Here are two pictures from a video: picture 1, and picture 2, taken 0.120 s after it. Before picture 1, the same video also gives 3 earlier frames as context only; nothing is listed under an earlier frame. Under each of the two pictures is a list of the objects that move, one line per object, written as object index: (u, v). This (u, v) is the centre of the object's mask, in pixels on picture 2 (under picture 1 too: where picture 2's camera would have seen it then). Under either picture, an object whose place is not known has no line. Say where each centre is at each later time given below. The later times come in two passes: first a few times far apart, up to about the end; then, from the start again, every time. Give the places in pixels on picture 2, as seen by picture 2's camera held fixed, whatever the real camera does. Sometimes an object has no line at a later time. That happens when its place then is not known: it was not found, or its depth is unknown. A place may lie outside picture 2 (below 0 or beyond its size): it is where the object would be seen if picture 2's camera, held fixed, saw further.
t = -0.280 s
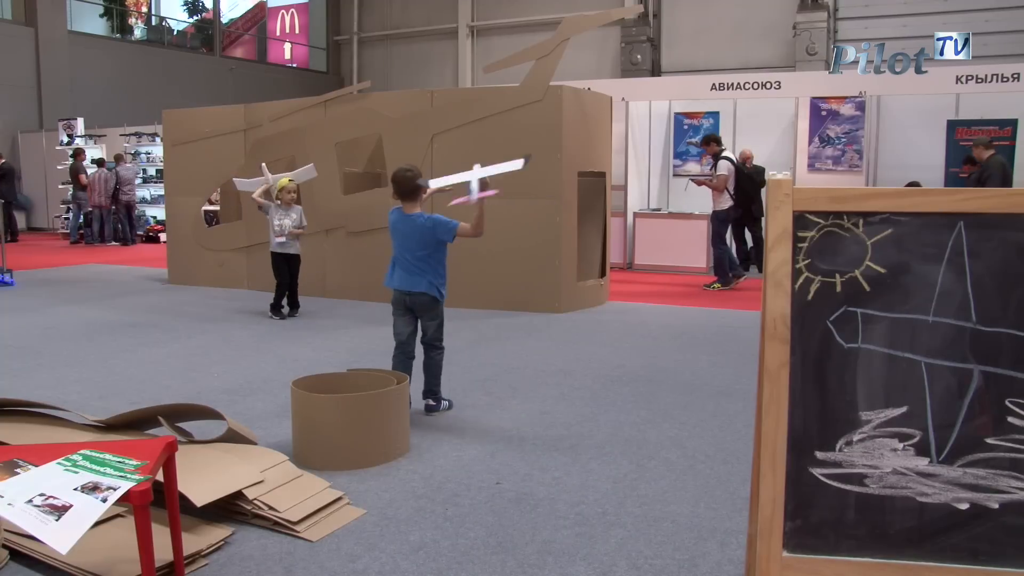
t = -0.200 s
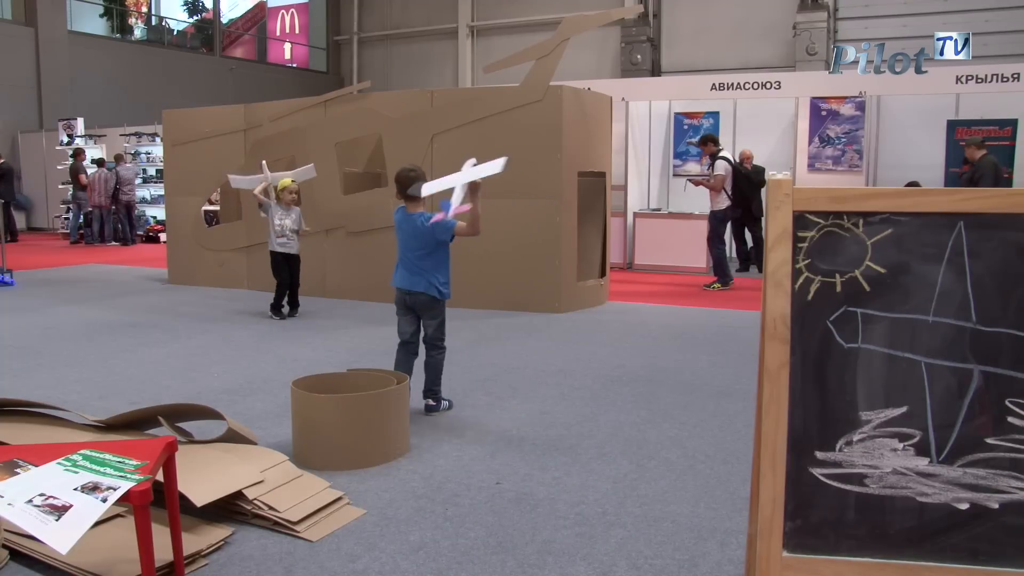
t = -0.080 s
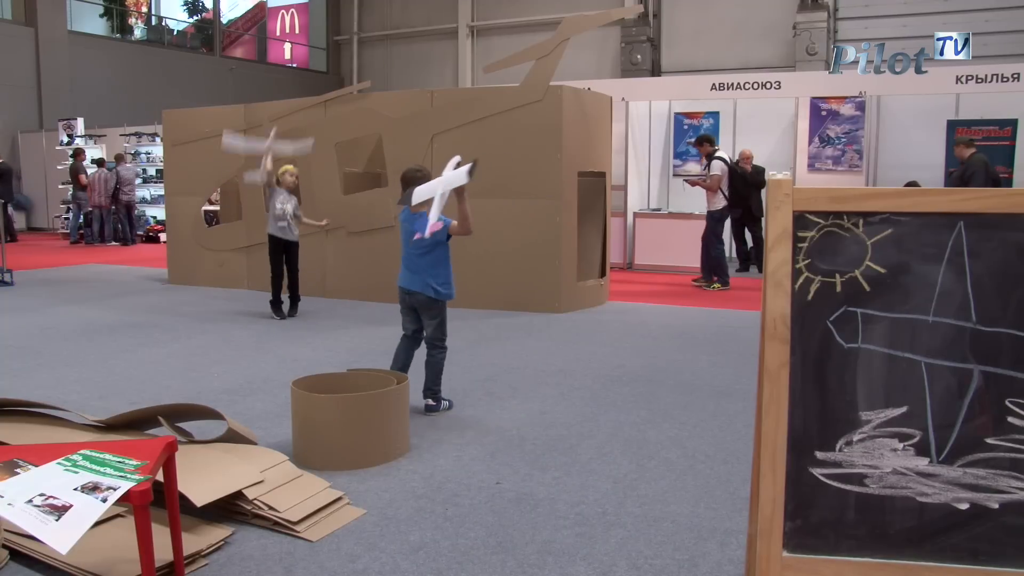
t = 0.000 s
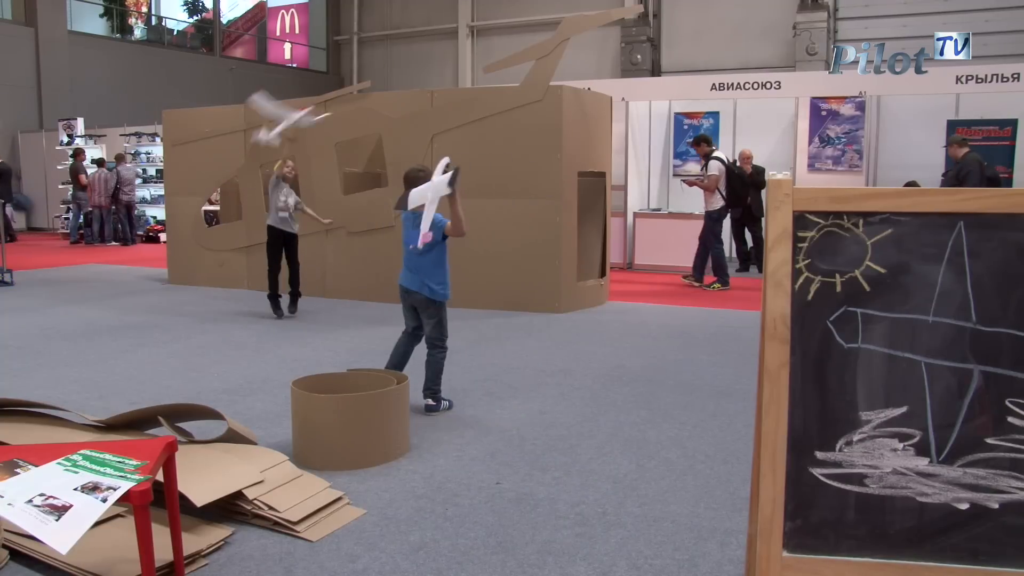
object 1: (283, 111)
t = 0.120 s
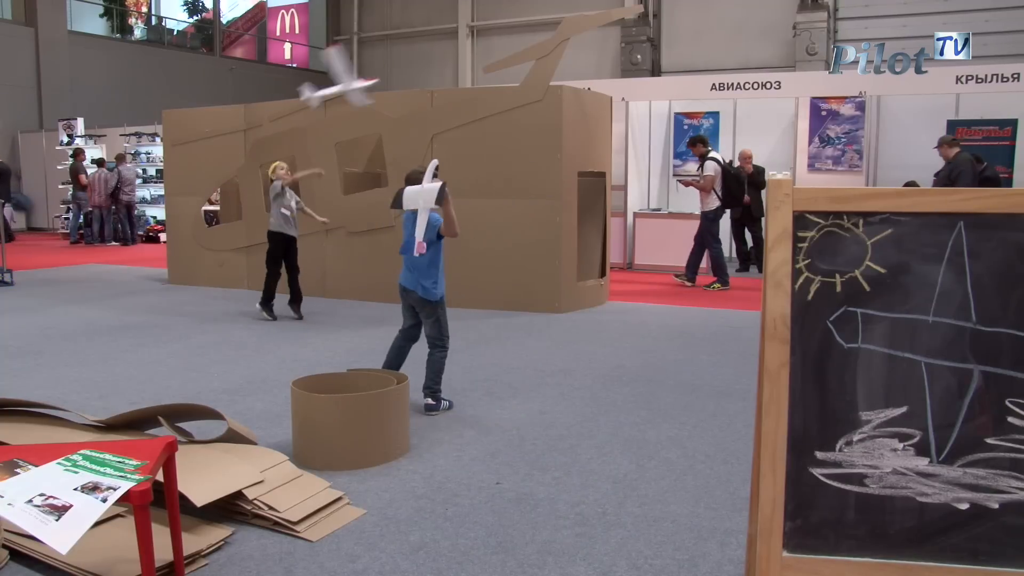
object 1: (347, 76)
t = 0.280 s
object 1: (432, 46)
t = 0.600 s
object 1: (585, 55)
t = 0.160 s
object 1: (368, 67)
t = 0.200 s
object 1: (390, 59)
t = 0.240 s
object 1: (411, 52)
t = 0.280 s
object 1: (432, 46)
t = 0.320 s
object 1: (454, 44)
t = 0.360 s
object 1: (472, 44)
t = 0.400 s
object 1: (493, 44)
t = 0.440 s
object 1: (513, 44)
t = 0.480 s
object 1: (532, 45)
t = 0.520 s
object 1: (550, 46)
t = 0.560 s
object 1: (567, 50)
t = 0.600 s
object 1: (585, 55)
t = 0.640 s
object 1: (603, 61)
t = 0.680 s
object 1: (619, 70)
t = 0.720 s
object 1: (634, 79)
